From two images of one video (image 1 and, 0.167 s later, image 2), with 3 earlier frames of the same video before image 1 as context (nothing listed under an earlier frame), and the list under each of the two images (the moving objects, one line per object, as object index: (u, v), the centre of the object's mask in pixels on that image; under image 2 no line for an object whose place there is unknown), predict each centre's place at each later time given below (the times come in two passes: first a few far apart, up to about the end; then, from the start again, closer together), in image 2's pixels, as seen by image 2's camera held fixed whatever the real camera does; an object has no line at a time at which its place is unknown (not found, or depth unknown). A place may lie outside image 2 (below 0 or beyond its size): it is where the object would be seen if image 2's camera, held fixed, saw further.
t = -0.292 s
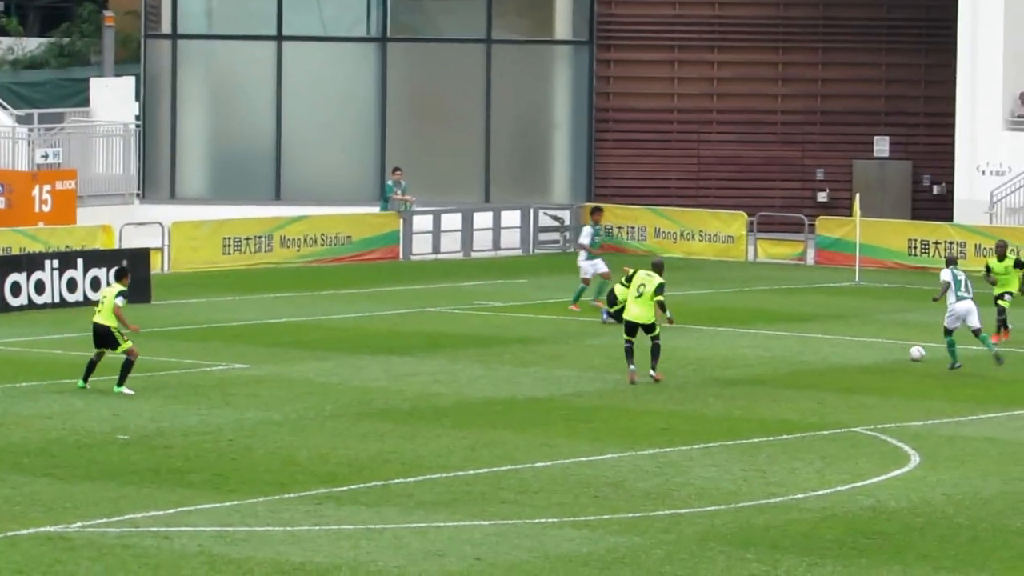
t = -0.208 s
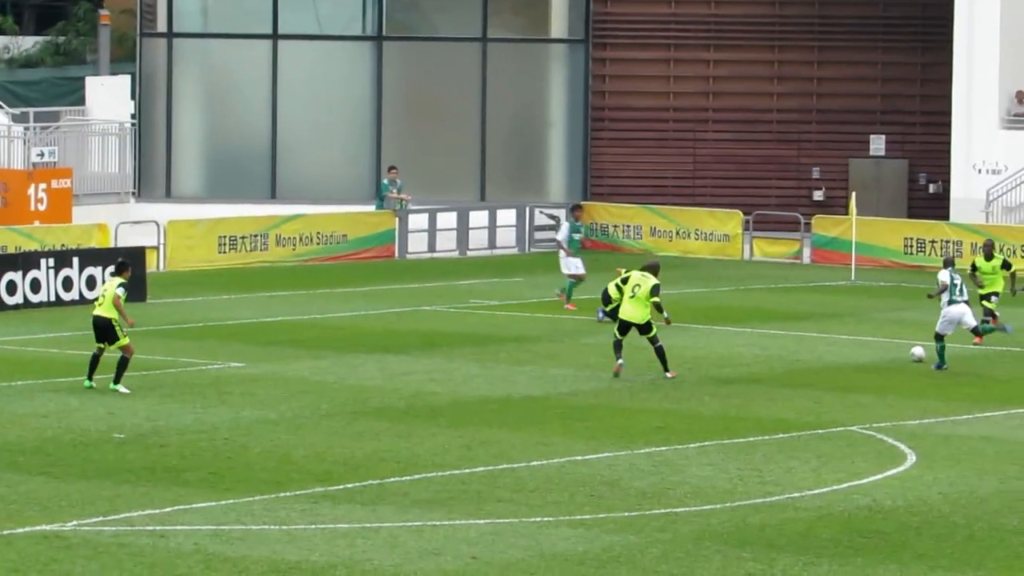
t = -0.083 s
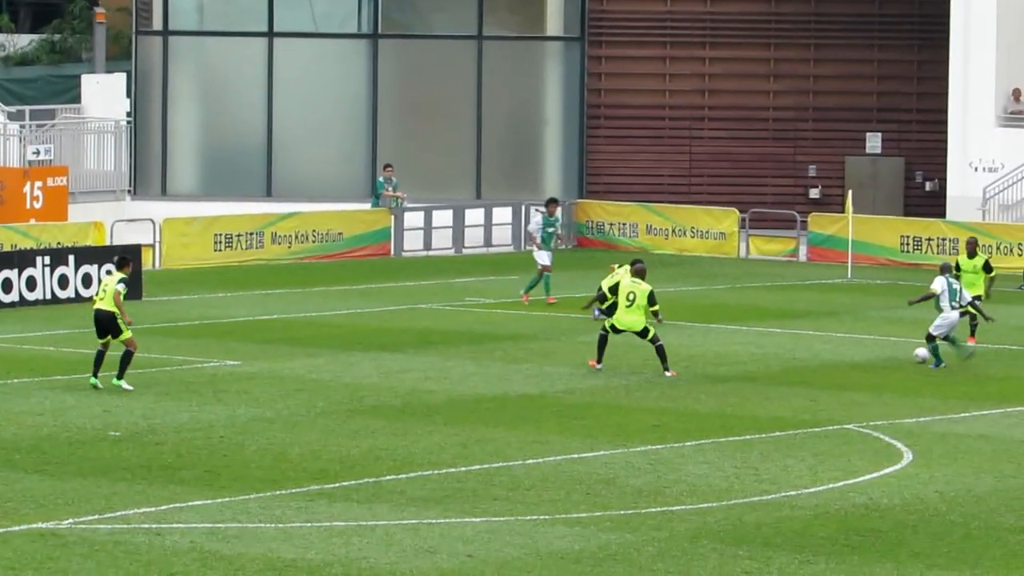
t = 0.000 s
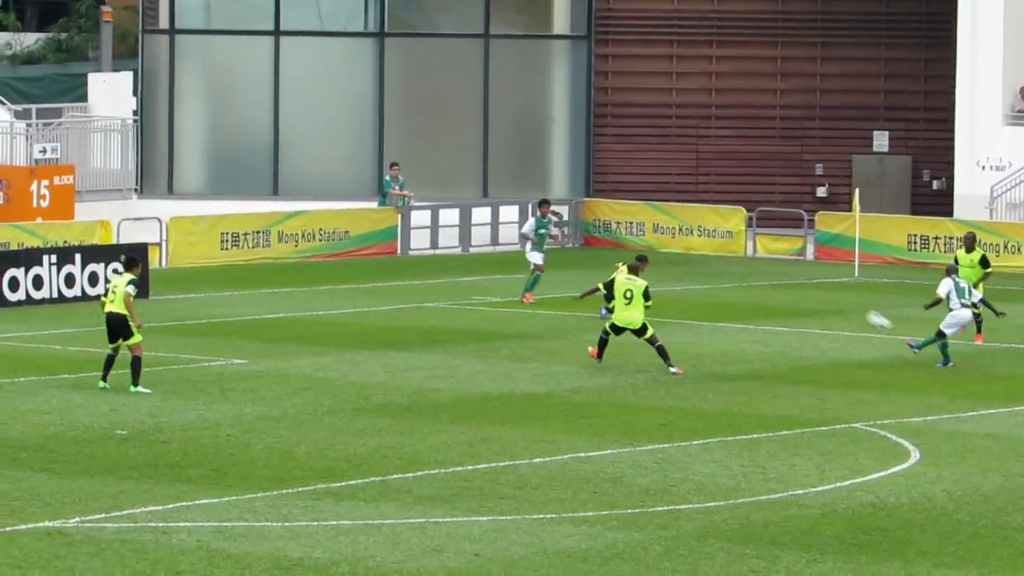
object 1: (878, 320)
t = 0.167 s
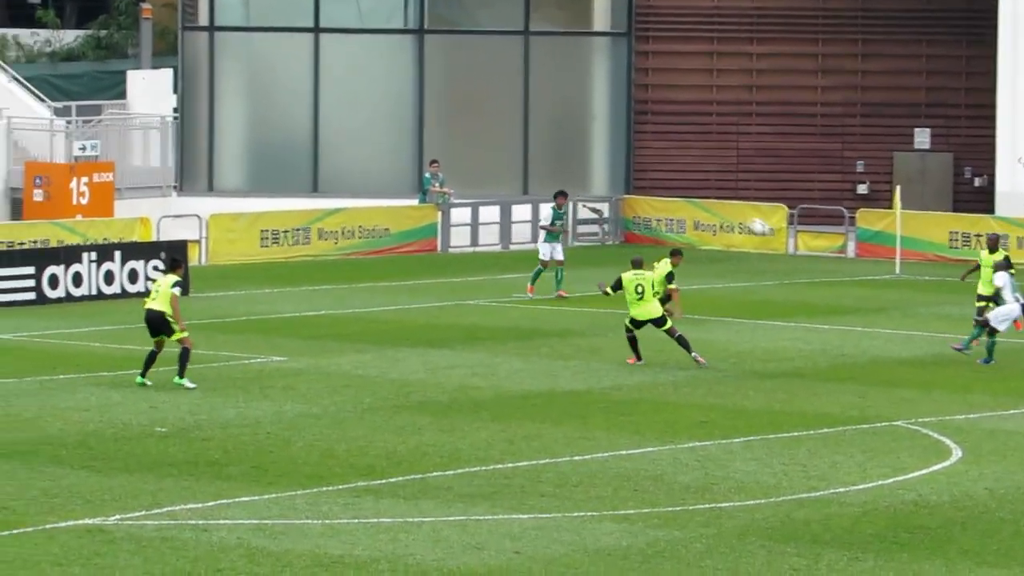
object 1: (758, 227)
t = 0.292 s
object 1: (642, 173)
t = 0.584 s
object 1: (386, 90)
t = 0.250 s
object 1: (681, 189)
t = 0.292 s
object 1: (642, 173)
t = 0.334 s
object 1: (605, 157)
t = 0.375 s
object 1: (567, 142)
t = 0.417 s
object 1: (530, 130)
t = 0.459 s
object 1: (494, 117)
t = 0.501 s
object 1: (457, 107)
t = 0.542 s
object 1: (422, 98)
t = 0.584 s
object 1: (386, 90)
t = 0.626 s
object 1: (350, 83)
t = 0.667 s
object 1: (316, 77)
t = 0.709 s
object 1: (280, 73)
